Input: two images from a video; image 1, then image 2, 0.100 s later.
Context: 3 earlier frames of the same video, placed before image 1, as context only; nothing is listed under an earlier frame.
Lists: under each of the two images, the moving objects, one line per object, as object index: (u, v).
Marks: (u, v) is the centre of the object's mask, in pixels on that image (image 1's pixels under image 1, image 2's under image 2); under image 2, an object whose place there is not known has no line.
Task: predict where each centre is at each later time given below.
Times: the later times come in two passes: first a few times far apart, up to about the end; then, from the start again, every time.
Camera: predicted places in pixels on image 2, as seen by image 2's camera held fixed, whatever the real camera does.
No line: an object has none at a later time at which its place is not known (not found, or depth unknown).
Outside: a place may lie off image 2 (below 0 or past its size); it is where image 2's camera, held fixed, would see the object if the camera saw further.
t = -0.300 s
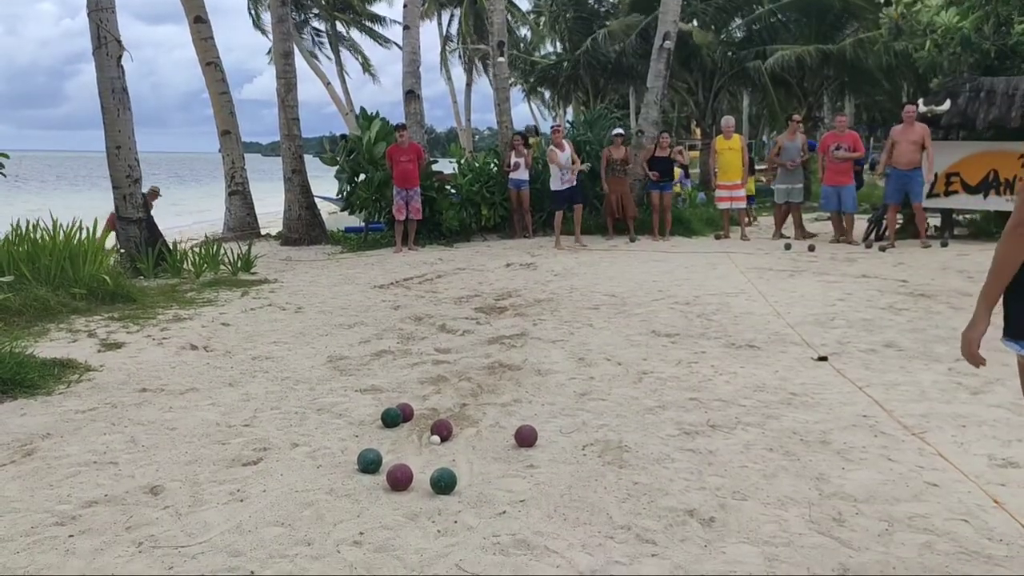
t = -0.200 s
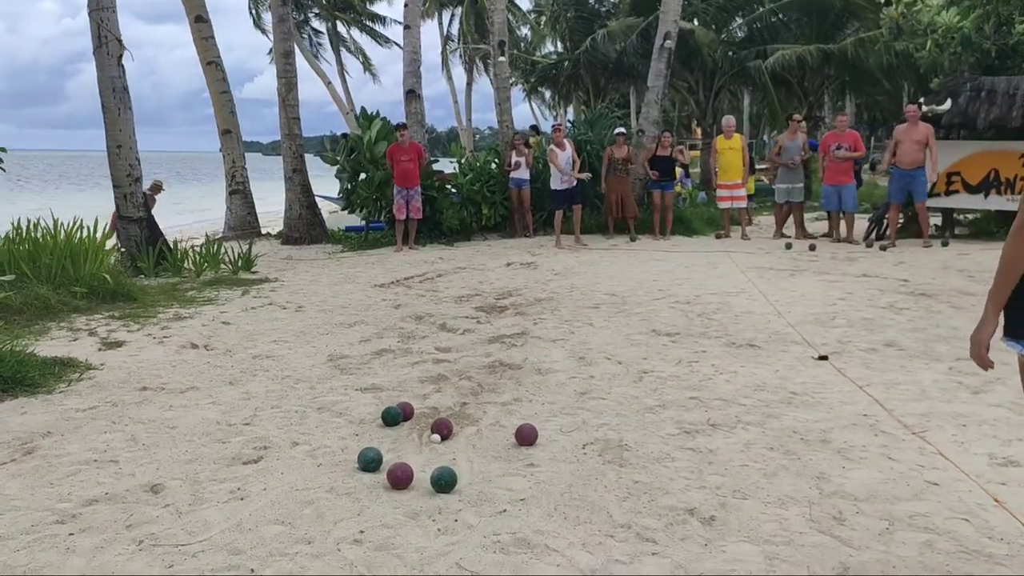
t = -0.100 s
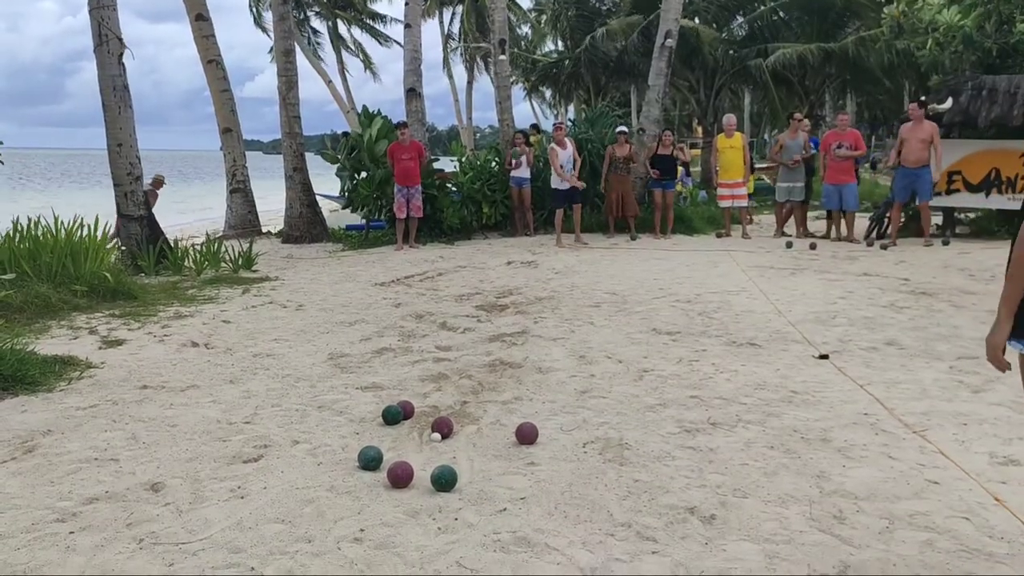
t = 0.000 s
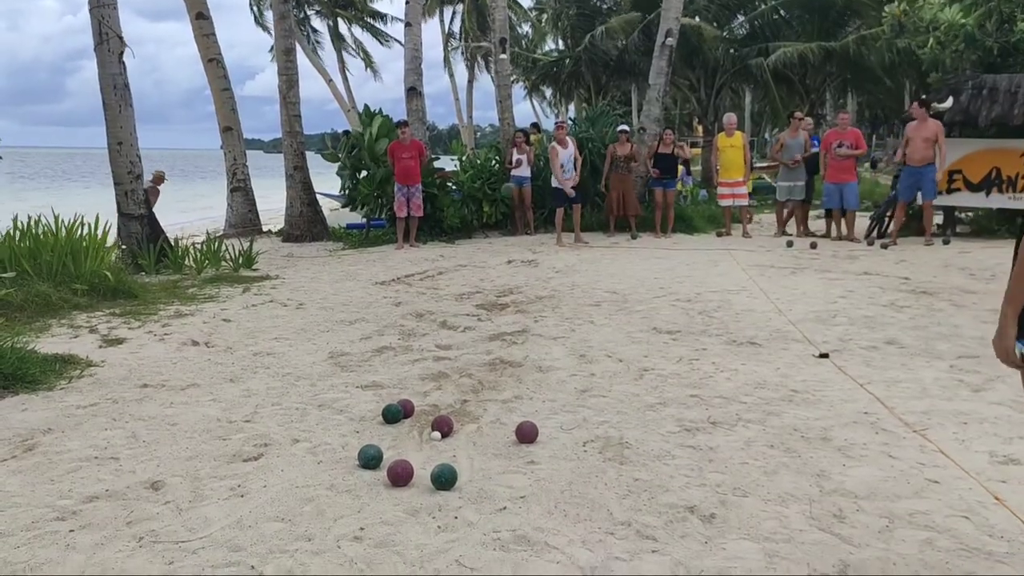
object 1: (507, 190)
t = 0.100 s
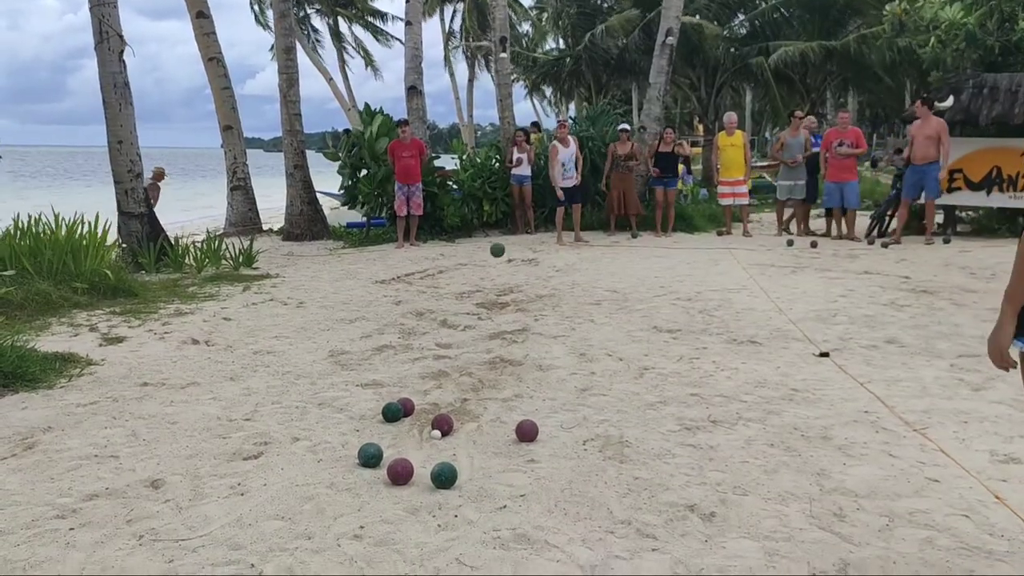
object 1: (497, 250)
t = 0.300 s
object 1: (480, 379)
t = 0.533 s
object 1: (486, 412)
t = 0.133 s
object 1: (493, 277)
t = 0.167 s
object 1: (488, 307)
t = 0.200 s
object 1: (483, 343)
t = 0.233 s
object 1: (479, 374)
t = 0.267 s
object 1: (483, 382)
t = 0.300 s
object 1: (480, 379)
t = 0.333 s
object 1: (480, 385)
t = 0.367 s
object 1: (481, 390)
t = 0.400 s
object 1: (482, 396)
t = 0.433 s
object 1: (483, 400)
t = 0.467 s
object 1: (484, 405)
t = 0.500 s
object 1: (485, 411)
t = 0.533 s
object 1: (486, 412)
